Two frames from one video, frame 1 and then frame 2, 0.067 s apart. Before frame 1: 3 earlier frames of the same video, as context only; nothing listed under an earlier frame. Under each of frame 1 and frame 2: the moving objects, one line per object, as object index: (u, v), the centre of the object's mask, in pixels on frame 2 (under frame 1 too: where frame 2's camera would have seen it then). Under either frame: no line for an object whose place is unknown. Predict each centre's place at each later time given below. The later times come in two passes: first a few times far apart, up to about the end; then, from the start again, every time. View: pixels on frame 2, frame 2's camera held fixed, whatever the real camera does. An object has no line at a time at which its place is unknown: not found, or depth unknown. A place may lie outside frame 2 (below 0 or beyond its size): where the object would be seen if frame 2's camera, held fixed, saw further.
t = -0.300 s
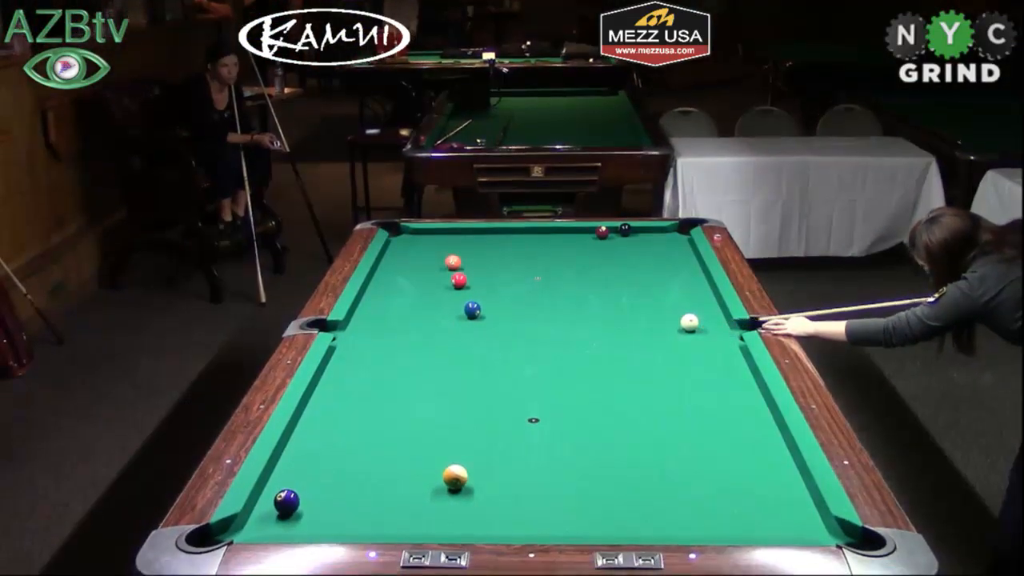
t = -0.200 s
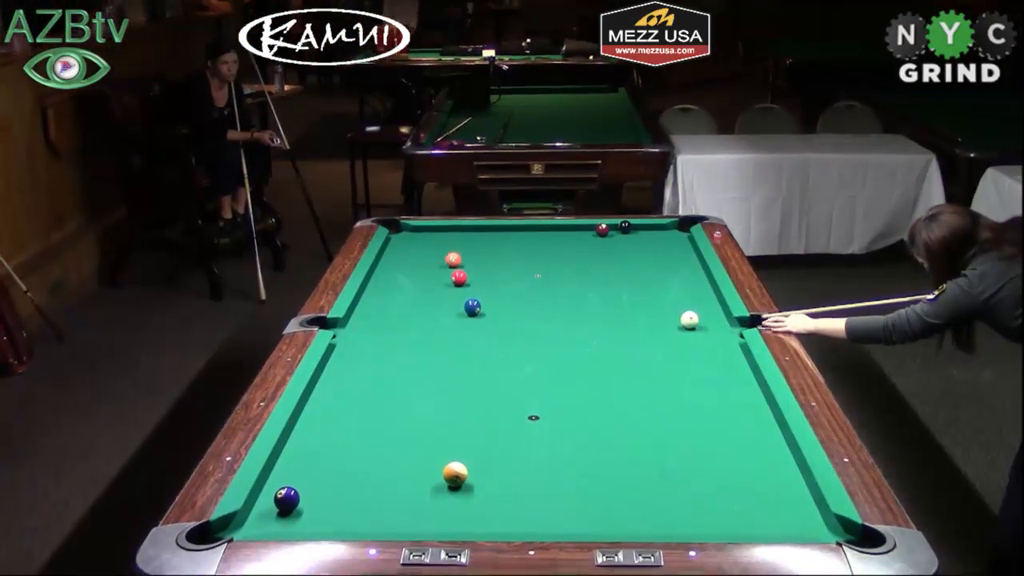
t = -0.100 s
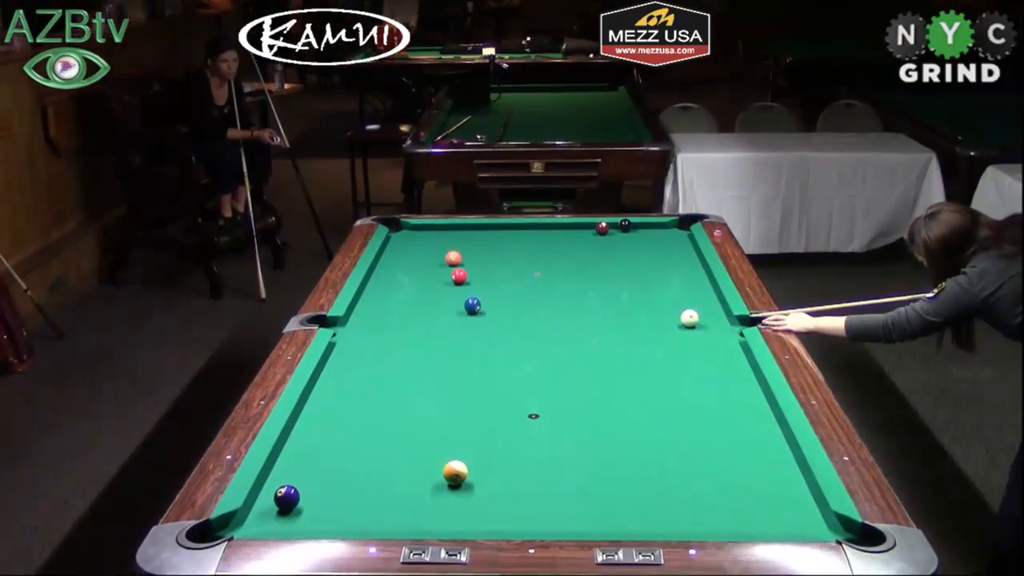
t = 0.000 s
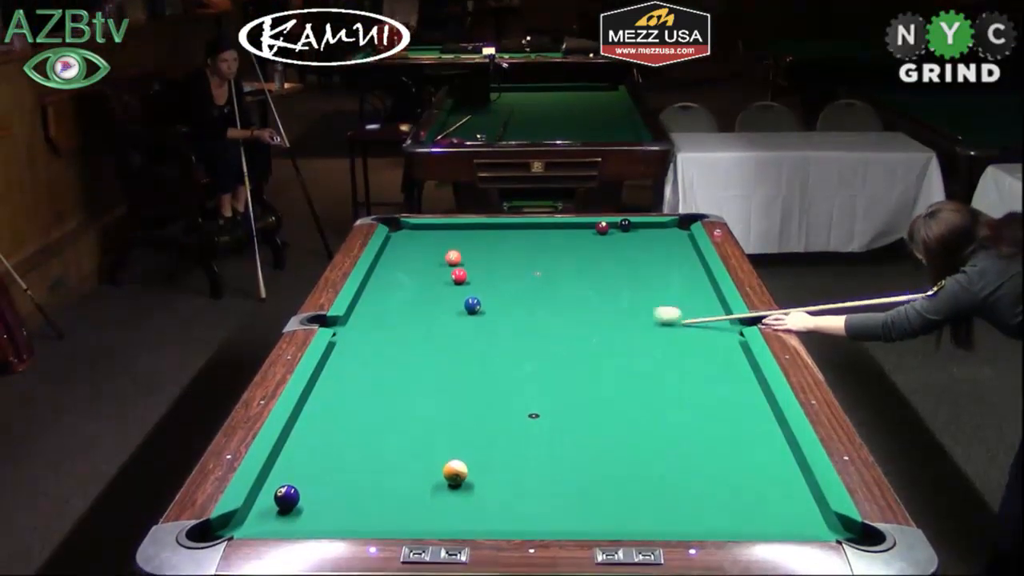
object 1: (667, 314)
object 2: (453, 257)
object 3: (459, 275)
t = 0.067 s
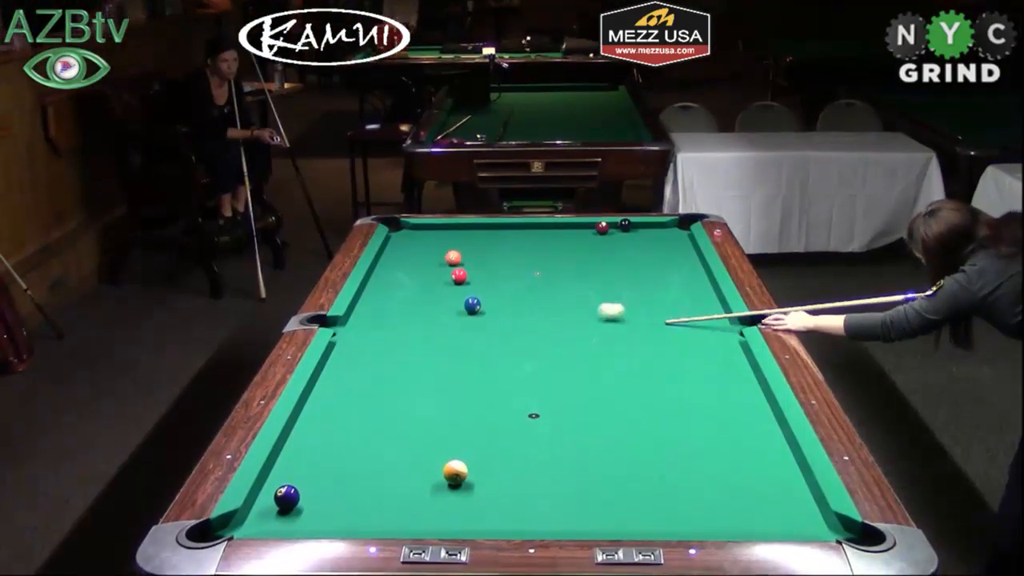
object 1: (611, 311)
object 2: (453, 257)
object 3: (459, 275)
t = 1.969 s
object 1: (480, 272)
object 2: (485, 236)
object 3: (398, 244)
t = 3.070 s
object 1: (482, 271)
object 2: (501, 226)
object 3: (426, 238)
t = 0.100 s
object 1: (584, 309)
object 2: (453, 257)
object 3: (459, 275)
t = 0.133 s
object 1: (558, 307)
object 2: (453, 257)
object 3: (459, 275)
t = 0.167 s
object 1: (534, 305)
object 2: (453, 257)
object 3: (459, 275)
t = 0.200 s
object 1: (510, 304)
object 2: (453, 257)
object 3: (459, 275)
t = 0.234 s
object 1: (489, 302)
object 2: (453, 257)
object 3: (459, 275)
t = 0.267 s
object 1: (482, 298)
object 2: (453, 257)
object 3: (459, 275)
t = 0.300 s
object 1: (477, 295)
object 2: (453, 257)
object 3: (459, 275)
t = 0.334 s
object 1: (473, 292)
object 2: (453, 257)
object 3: (459, 275)
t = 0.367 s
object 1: (469, 289)
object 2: (453, 257)
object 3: (459, 275)
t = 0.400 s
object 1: (466, 286)
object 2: (453, 257)
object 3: (458, 274)
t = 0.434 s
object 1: (464, 283)
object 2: (453, 257)
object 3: (458, 273)
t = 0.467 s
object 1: (462, 281)
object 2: (453, 257)
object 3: (457, 272)
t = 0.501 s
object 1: (462, 280)
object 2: (453, 257)
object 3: (455, 270)
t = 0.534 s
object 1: (462, 280)
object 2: (453, 256)
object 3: (454, 269)
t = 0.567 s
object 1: (463, 280)
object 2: (453, 256)
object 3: (453, 269)
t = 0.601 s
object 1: (464, 280)
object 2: (453, 256)
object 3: (451, 268)
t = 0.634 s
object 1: (464, 279)
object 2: (453, 256)
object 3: (450, 266)
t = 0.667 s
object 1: (465, 279)
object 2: (454, 256)
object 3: (448, 264)
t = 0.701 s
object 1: (465, 279)
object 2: (454, 256)
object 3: (447, 263)
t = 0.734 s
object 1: (466, 278)
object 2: (455, 256)
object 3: (446, 262)
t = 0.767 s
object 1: (466, 278)
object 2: (455, 256)
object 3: (444, 261)
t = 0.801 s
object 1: (467, 278)
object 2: (456, 255)
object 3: (441, 260)
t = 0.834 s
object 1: (467, 277)
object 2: (457, 255)
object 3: (438, 260)
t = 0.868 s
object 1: (468, 277)
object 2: (458, 254)
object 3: (435, 259)
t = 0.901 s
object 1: (469, 277)
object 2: (459, 253)
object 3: (433, 258)
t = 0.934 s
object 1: (469, 277)
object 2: (460, 253)
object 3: (430, 258)
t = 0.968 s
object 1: (470, 276)
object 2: (461, 252)
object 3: (428, 257)
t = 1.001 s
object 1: (470, 276)
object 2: (462, 251)
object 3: (425, 257)
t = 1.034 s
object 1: (470, 276)
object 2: (463, 250)
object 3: (423, 256)
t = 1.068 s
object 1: (471, 276)
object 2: (463, 250)
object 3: (421, 256)
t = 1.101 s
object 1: (471, 275)
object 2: (464, 250)
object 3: (418, 255)
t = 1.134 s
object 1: (472, 275)
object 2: (465, 249)
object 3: (416, 255)
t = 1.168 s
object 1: (472, 275)
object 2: (466, 248)
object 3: (413, 254)
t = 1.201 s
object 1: (473, 275)
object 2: (467, 248)
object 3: (411, 253)
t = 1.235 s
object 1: (473, 274)
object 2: (468, 247)
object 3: (409, 253)
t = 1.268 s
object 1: (473, 274)
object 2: (469, 247)
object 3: (407, 252)
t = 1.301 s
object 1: (474, 274)
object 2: (470, 246)
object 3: (404, 252)
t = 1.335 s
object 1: (474, 274)
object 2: (470, 245)
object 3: (402, 251)
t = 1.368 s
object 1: (475, 274)
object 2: (471, 245)
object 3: (400, 251)
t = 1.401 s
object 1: (475, 274)
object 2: (472, 245)
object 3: (398, 250)
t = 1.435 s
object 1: (475, 273)
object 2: (473, 244)
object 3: (396, 250)
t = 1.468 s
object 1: (476, 273)
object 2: (473, 244)
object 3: (393, 250)
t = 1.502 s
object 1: (476, 273)
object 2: (474, 243)
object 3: (391, 249)
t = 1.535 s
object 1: (477, 273)
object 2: (475, 242)
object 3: (389, 248)
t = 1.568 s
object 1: (477, 273)
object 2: (476, 242)
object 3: (388, 248)
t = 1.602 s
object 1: (477, 273)
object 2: (477, 241)
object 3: (386, 248)
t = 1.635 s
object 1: (478, 273)
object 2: (477, 241)
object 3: (387, 247)
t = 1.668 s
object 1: (478, 272)
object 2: (478, 240)
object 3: (388, 247)
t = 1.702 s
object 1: (478, 272)
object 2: (479, 240)
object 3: (389, 247)
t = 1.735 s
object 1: (478, 272)
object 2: (480, 239)
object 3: (390, 246)
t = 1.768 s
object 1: (479, 272)
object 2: (480, 239)
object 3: (391, 246)
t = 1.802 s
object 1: (479, 272)
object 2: (481, 239)
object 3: (393, 246)
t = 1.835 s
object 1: (479, 272)
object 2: (482, 238)
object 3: (394, 246)
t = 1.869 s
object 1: (479, 272)
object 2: (483, 238)
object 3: (395, 245)
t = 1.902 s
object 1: (480, 272)
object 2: (483, 237)
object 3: (396, 245)
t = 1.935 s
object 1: (480, 272)
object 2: (484, 237)
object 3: (397, 245)
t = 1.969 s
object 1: (480, 272)
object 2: (485, 236)
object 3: (398, 244)
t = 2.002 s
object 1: (480, 271)
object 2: (485, 236)
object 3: (400, 244)
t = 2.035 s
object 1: (481, 271)
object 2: (486, 235)
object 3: (401, 244)
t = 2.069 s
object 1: (481, 271)
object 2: (486, 235)
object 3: (402, 243)
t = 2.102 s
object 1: (481, 271)
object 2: (487, 235)
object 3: (403, 243)
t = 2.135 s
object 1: (481, 271)
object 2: (488, 234)
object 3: (404, 243)
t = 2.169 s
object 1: (481, 271)
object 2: (488, 234)
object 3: (405, 243)
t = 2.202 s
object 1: (481, 271)
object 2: (489, 234)
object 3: (406, 243)
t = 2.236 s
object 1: (481, 271)
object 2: (489, 233)
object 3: (407, 242)
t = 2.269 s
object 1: (482, 271)
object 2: (490, 233)
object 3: (408, 243)
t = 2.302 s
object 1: (482, 271)
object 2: (490, 232)
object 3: (409, 242)
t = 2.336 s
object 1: (482, 271)
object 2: (491, 232)
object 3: (410, 242)
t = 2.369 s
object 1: (482, 271)
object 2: (491, 232)
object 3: (410, 242)
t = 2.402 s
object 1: (482, 271)
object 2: (492, 232)
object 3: (411, 241)
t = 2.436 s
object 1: (482, 271)
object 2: (492, 231)
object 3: (412, 241)
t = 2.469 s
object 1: (482, 271)
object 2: (493, 231)
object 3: (413, 241)
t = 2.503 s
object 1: (482, 271)
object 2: (493, 230)
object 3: (414, 241)
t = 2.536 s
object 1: (482, 271)
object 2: (494, 230)
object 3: (415, 240)
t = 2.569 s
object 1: (482, 271)
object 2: (494, 230)
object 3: (415, 240)
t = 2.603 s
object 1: (482, 271)
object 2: (495, 229)
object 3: (416, 240)
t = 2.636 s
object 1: (482, 271)
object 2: (496, 229)
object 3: (417, 240)
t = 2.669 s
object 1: (482, 271)
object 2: (496, 229)
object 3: (418, 240)
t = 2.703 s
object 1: (482, 271)
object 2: (496, 228)
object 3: (419, 239)
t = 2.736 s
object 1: (482, 271)
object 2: (497, 228)
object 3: (419, 239)
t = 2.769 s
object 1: (482, 271)
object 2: (497, 228)
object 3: (420, 239)
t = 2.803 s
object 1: (482, 271)
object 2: (498, 228)
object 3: (421, 239)
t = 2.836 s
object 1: (482, 271)
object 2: (498, 227)
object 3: (421, 239)
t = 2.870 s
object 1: (482, 271)
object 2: (498, 227)
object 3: (422, 239)
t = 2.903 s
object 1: (482, 271)
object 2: (499, 227)
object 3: (423, 239)
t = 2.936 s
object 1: (482, 271)
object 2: (499, 226)
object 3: (424, 238)
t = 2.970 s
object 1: (482, 271)
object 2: (500, 226)
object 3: (424, 238)
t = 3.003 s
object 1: (482, 271)
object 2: (500, 226)
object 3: (425, 238)
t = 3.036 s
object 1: (482, 271)
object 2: (500, 226)
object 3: (426, 238)
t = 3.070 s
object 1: (482, 271)
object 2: (501, 226)
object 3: (426, 238)
